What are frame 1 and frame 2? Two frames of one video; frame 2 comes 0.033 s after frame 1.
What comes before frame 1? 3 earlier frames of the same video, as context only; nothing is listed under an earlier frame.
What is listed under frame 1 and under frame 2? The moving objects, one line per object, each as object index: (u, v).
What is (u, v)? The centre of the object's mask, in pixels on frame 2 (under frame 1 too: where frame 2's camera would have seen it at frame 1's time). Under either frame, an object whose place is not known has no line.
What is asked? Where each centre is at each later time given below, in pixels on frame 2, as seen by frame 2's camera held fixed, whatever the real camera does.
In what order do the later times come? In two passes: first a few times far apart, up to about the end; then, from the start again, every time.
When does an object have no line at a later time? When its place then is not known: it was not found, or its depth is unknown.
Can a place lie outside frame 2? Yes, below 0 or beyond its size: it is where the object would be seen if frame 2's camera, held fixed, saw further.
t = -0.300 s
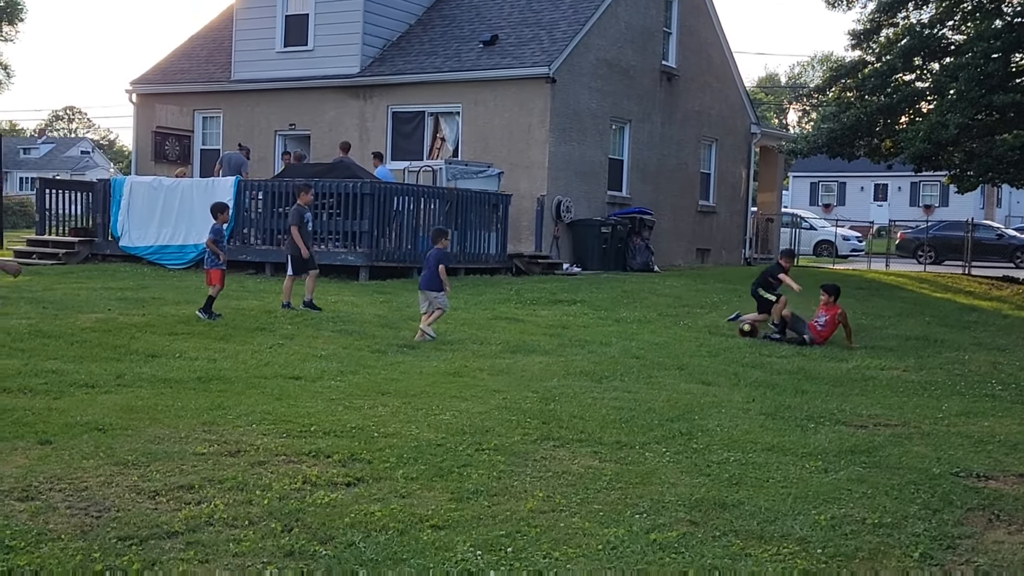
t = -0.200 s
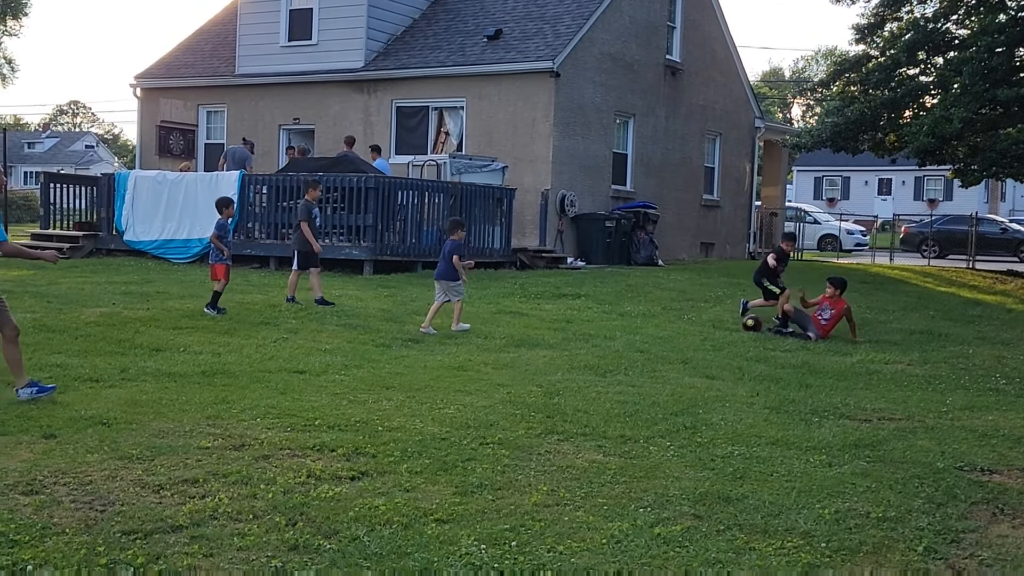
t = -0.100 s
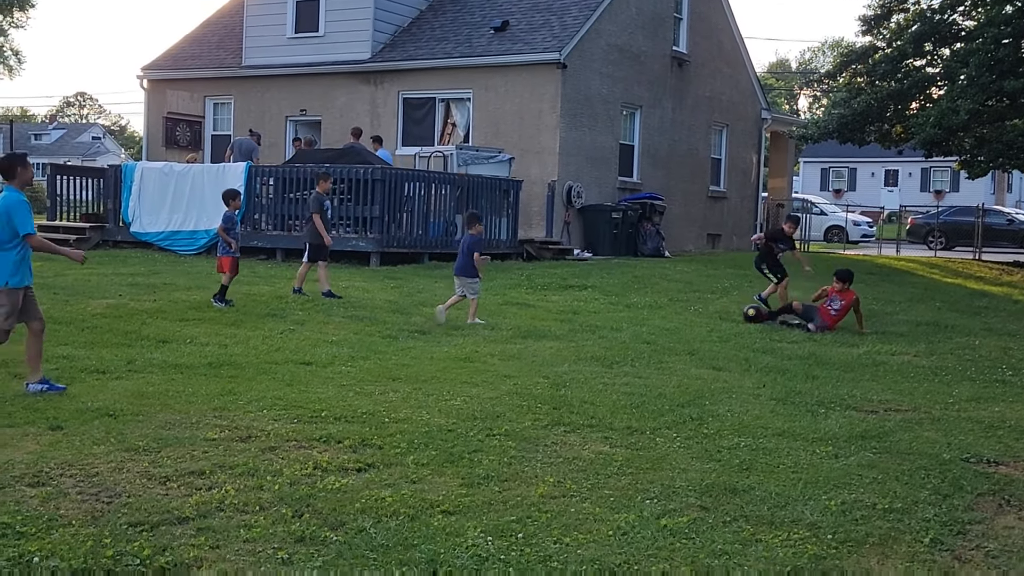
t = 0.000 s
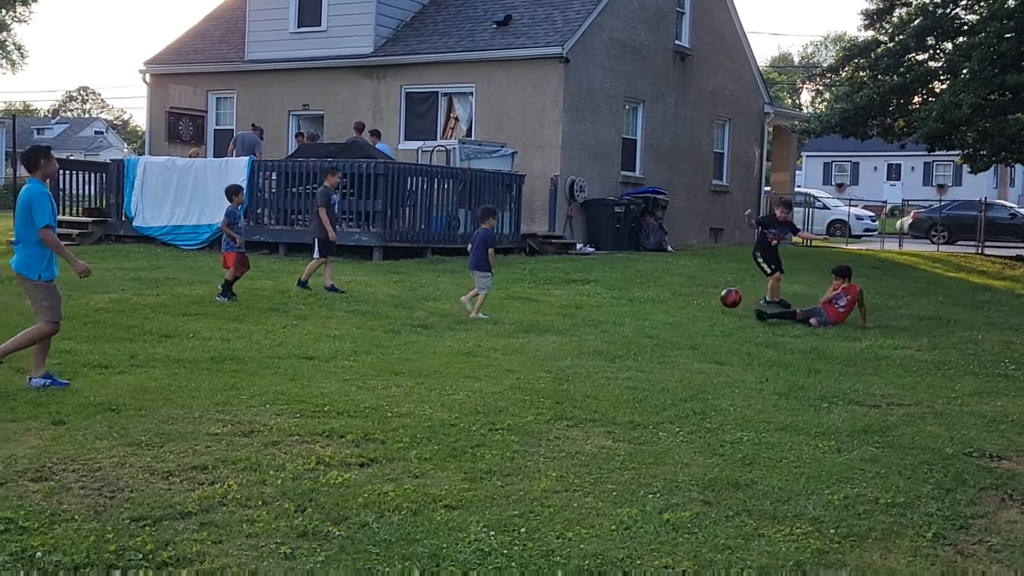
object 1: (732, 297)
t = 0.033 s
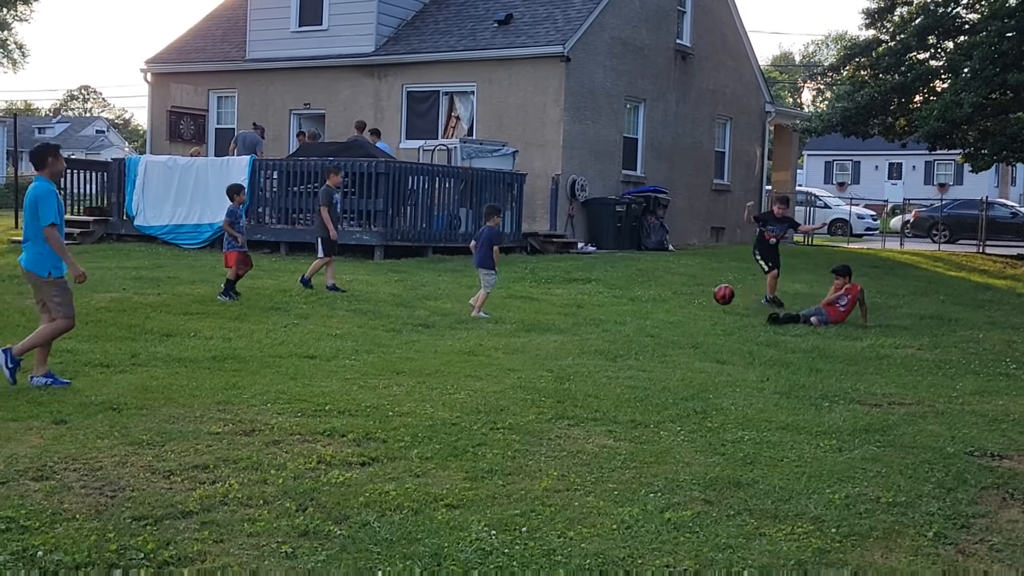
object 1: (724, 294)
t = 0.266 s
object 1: (659, 307)
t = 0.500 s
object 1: (599, 314)
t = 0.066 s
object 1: (716, 293)
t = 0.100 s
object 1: (707, 292)
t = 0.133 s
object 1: (698, 293)
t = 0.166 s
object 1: (689, 295)
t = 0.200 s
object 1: (679, 297)
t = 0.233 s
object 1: (669, 302)
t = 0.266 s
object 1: (659, 307)
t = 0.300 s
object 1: (649, 314)
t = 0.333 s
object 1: (638, 322)
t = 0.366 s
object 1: (628, 328)
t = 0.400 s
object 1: (621, 323)
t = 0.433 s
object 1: (614, 319)
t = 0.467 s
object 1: (606, 316)
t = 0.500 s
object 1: (599, 314)
